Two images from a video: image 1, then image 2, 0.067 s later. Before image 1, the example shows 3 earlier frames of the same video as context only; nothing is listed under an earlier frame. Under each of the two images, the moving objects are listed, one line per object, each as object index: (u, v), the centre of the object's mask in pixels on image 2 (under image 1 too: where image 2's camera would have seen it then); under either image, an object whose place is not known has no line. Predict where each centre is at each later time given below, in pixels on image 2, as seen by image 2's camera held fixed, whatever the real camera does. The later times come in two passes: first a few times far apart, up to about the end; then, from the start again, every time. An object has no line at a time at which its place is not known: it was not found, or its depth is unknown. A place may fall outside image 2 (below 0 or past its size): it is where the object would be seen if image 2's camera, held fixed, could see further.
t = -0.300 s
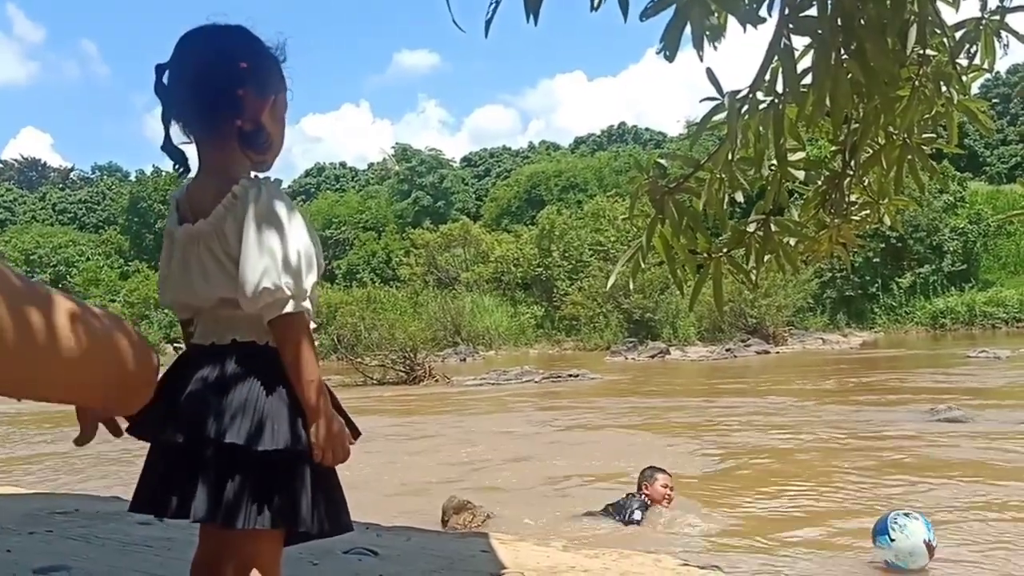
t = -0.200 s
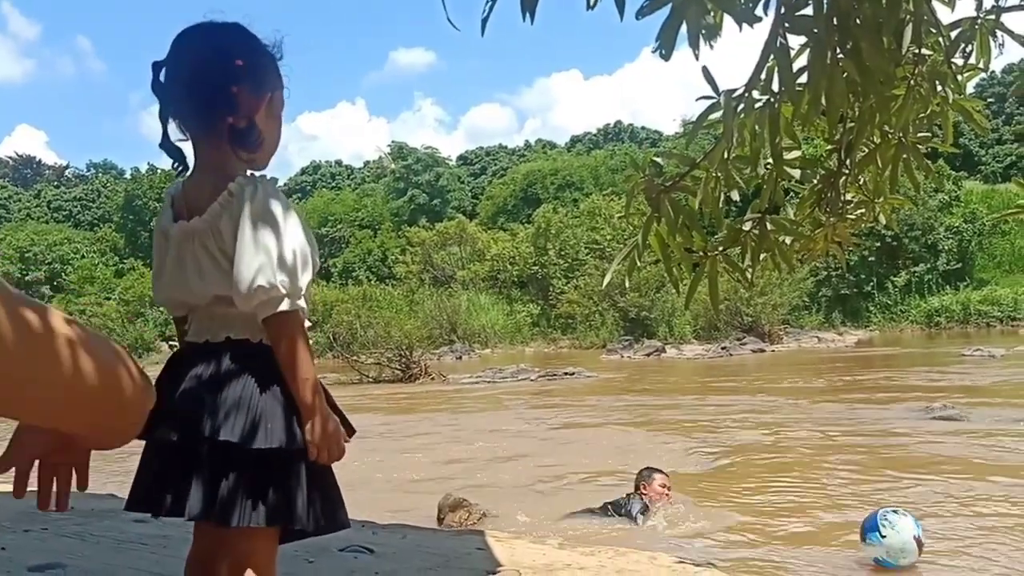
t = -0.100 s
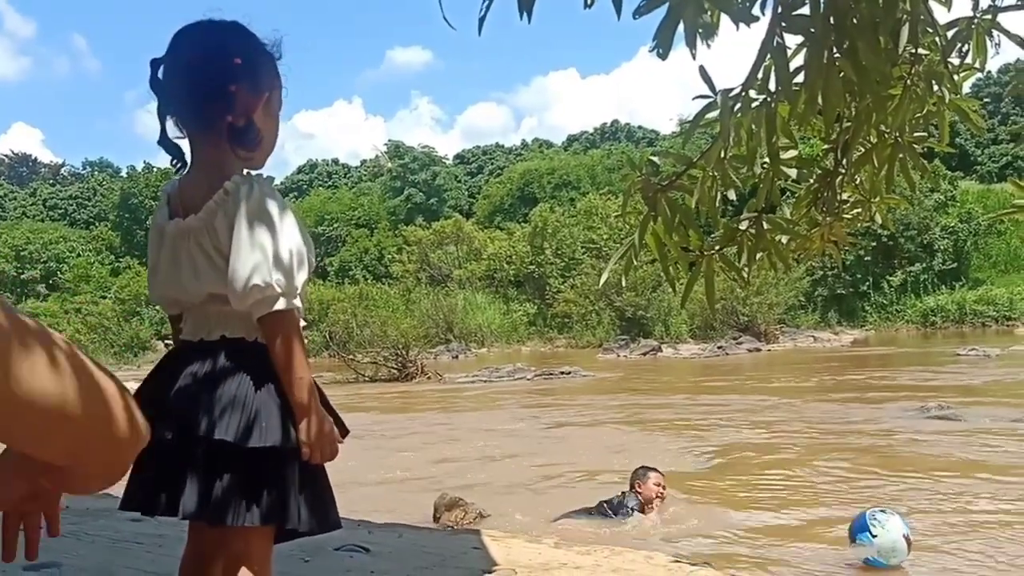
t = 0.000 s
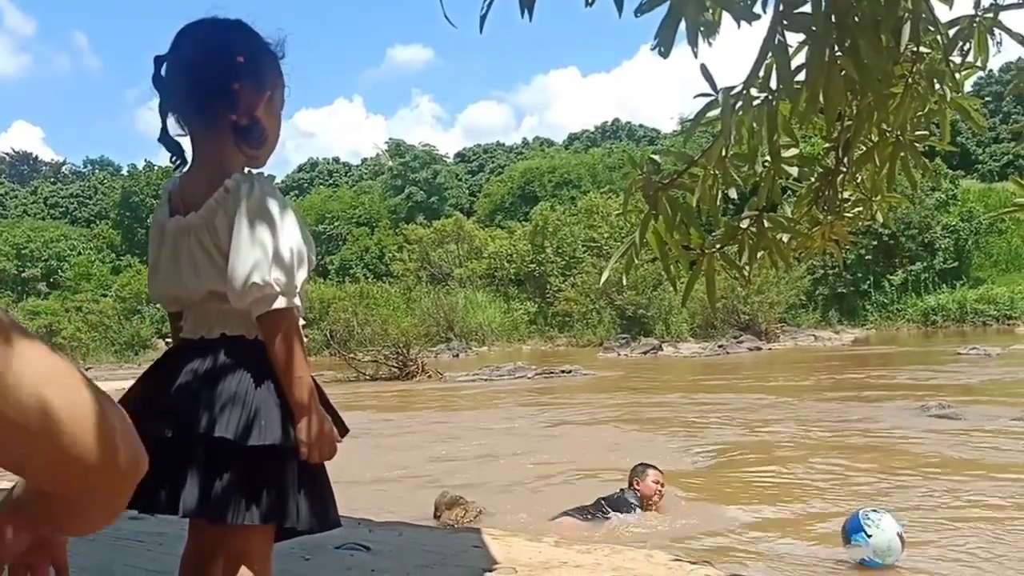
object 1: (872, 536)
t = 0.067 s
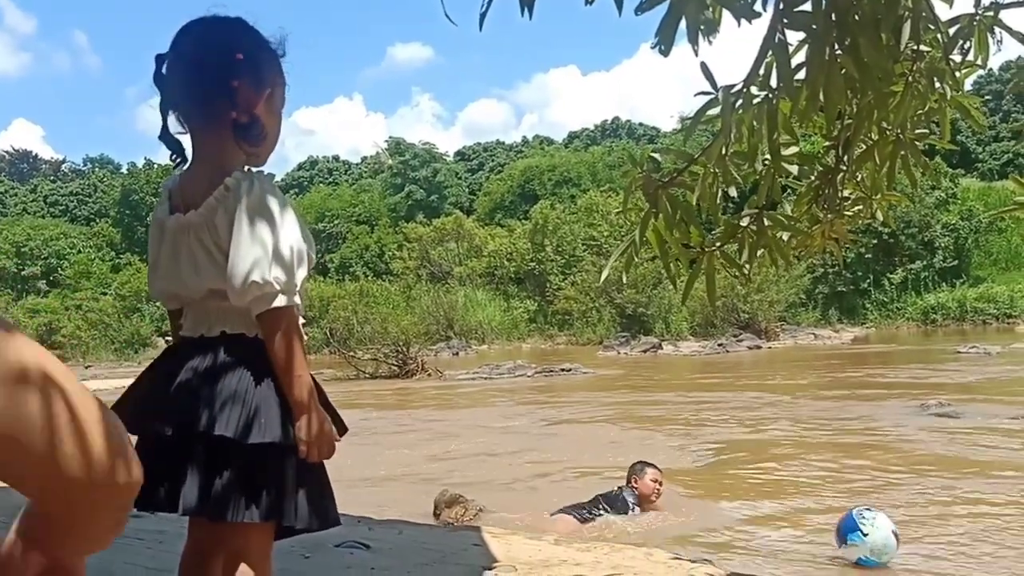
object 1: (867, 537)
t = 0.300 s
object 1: (851, 536)
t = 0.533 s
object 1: (832, 537)
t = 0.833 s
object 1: (813, 536)
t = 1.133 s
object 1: (790, 537)
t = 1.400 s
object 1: (770, 535)
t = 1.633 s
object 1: (756, 534)
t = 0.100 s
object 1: (865, 537)
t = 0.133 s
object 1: (862, 537)
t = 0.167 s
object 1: (860, 537)
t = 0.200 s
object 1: (858, 537)
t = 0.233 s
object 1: (855, 536)
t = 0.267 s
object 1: (853, 537)
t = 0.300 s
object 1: (851, 536)
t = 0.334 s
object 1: (848, 536)
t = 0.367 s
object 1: (844, 536)
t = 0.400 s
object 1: (842, 537)
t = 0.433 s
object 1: (840, 537)
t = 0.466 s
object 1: (837, 537)
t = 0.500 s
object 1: (835, 537)
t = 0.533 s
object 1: (832, 537)
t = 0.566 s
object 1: (830, 538)
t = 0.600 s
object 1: (827, 537)
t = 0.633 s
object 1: (824, 536)
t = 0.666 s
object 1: (822, 536)
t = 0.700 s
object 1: (820, 536)
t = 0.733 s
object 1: (818, 535)
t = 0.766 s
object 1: (817, 535)
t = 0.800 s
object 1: (815, 535)
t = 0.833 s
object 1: (813, 536)
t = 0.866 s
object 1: (809, 536)
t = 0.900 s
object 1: (807, 536)
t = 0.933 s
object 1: (804, 536)
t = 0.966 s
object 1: (802, 536)
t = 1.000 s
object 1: (800, 537)
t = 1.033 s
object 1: (798, 537)
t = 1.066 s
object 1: (795, 537)
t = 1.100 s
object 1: (793, 537)
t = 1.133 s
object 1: (790, 537)
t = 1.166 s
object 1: (788, 536)
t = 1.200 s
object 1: (785, 536)
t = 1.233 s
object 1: (781, 535)
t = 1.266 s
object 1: (780, 535)
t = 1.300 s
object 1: (777, 535)
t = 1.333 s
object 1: (774, 534)
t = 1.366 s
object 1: (773, 535)
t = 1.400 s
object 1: (770, 535)
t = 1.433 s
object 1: (768, 535)
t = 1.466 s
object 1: (766, 535)
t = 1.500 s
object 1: (764, 535)
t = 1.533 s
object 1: (761, 535)
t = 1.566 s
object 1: (760, 534)
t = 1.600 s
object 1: (758, 534)
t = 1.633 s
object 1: (756, 534)
